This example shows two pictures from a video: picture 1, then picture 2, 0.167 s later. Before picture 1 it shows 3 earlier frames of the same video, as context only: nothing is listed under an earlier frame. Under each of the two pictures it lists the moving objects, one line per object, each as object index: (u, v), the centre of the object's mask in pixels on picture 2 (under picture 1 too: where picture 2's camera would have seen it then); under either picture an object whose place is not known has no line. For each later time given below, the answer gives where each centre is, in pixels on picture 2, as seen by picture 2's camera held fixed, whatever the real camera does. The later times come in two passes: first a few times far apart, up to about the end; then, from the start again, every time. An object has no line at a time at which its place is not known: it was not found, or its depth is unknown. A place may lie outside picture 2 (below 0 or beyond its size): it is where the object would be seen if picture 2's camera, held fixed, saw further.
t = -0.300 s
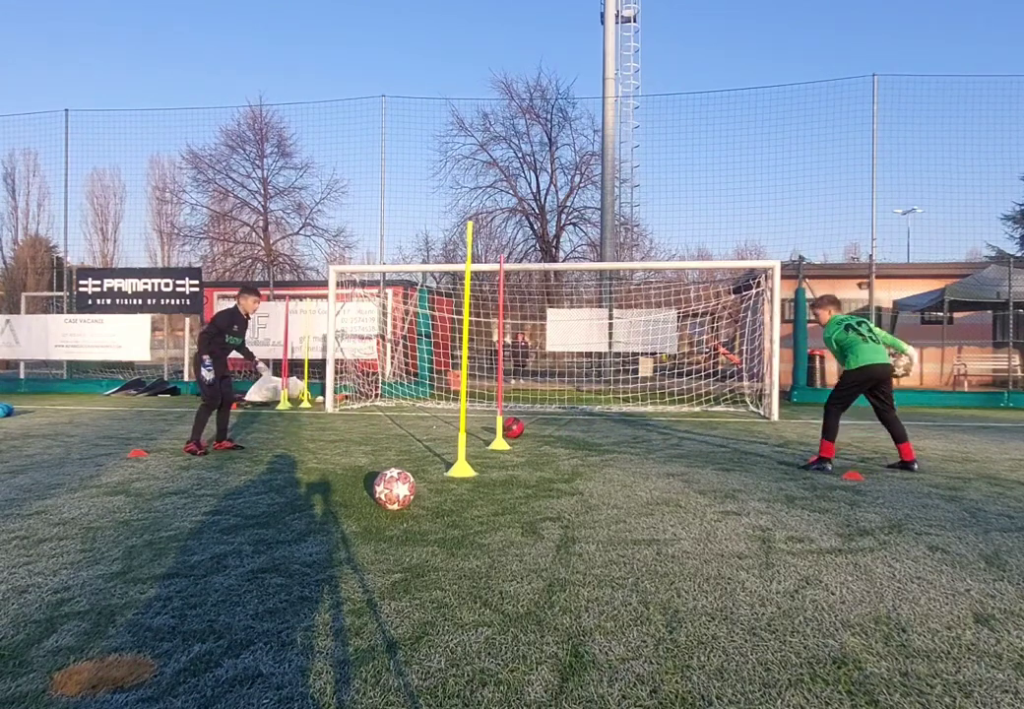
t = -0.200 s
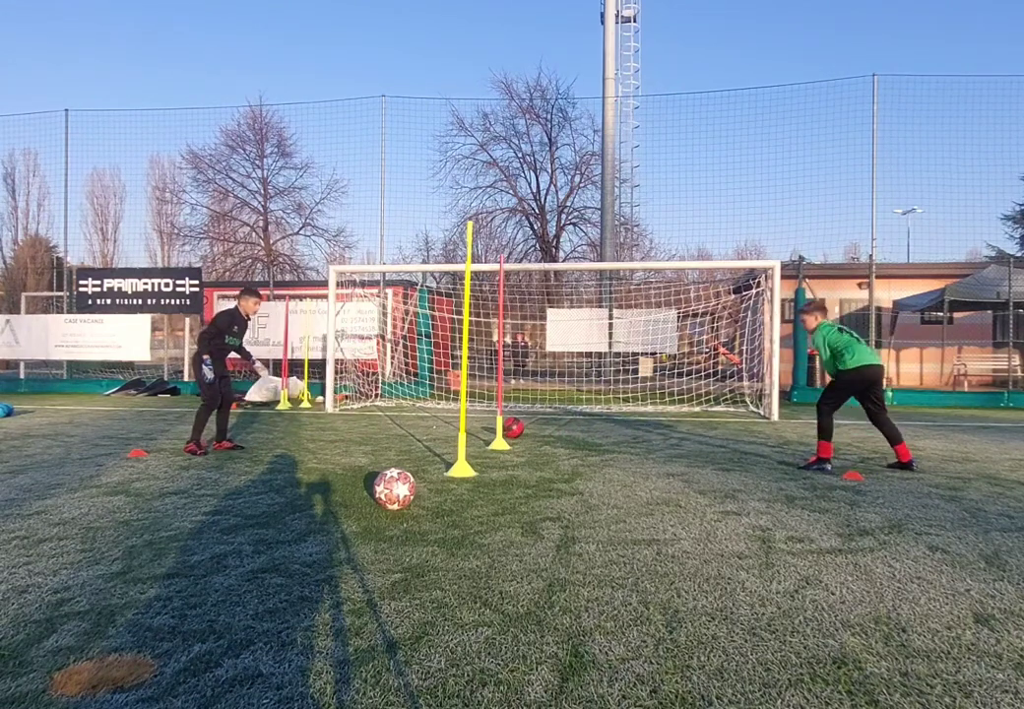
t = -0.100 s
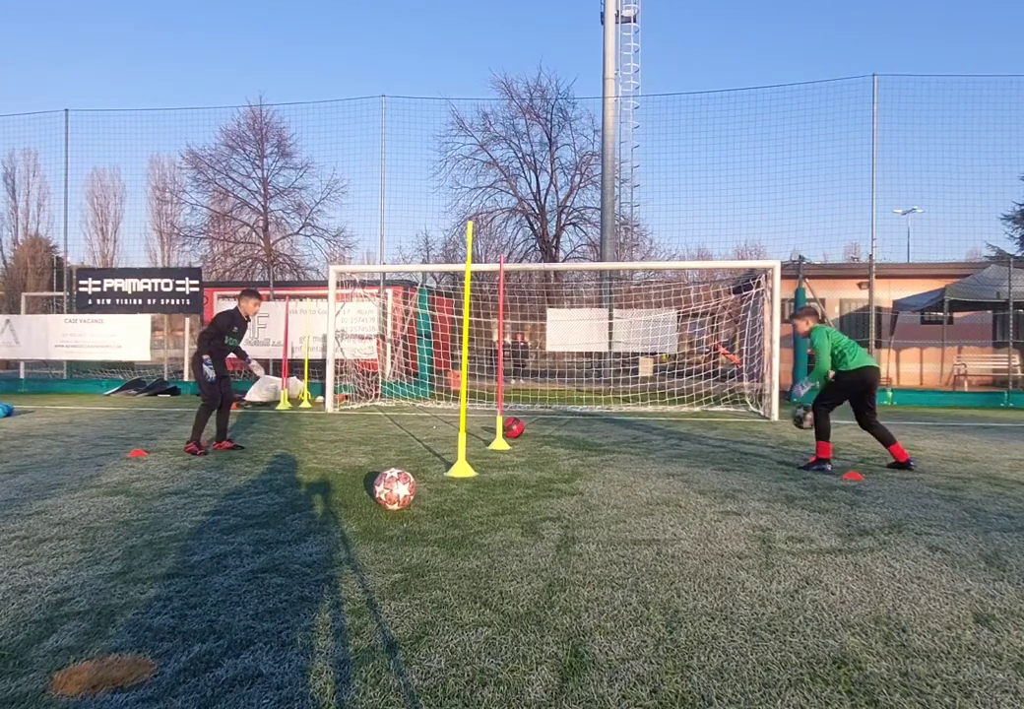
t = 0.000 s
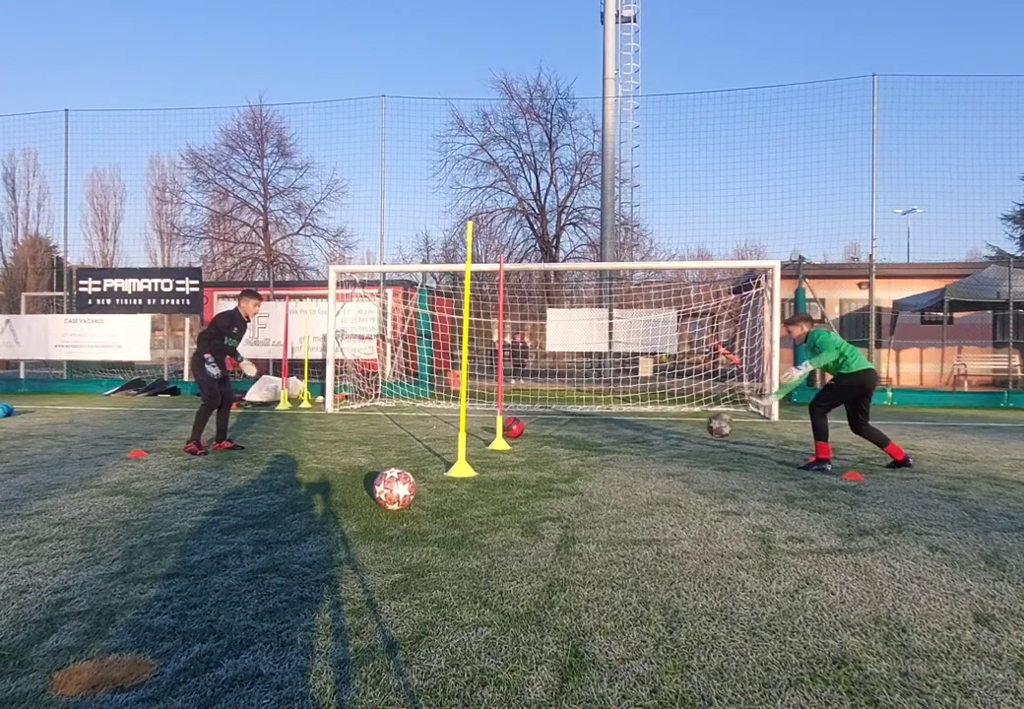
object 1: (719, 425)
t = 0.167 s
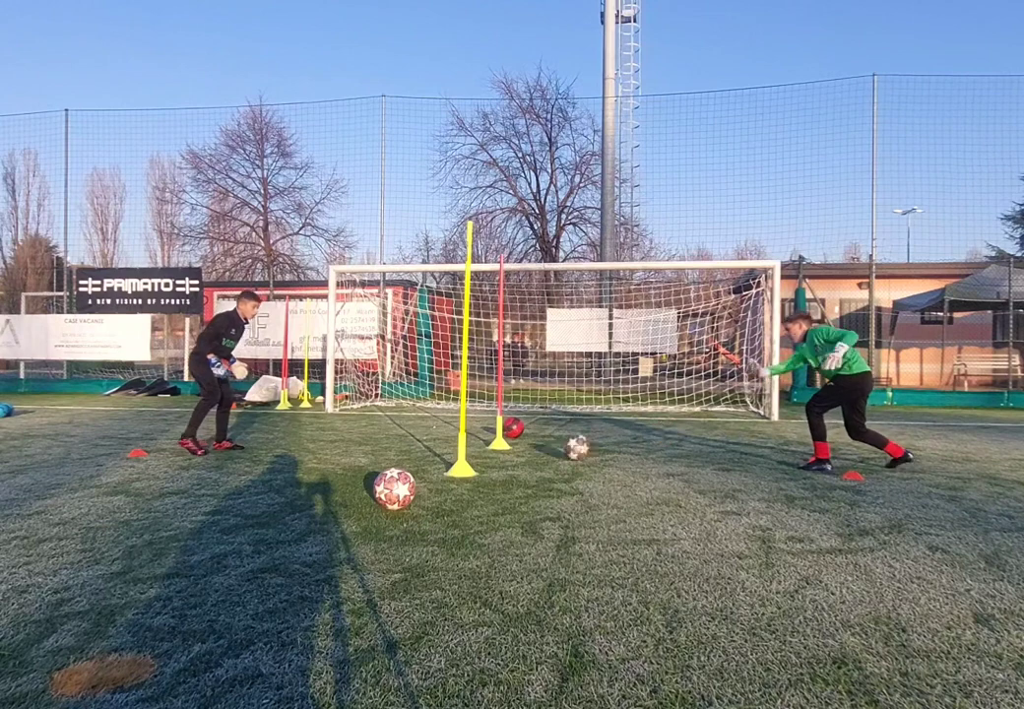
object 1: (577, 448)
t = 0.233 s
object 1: (528, 437)
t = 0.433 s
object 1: (382, 440)
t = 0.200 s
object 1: (552, 442)
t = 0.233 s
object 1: (528, 437)
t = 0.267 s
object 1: (502, 434)
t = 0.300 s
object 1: (480, 432)
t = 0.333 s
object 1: (450, 432)
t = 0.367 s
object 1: (430, 433)
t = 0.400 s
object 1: (405, 436)
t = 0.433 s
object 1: (382, 440)
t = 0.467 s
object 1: (359, 444)
